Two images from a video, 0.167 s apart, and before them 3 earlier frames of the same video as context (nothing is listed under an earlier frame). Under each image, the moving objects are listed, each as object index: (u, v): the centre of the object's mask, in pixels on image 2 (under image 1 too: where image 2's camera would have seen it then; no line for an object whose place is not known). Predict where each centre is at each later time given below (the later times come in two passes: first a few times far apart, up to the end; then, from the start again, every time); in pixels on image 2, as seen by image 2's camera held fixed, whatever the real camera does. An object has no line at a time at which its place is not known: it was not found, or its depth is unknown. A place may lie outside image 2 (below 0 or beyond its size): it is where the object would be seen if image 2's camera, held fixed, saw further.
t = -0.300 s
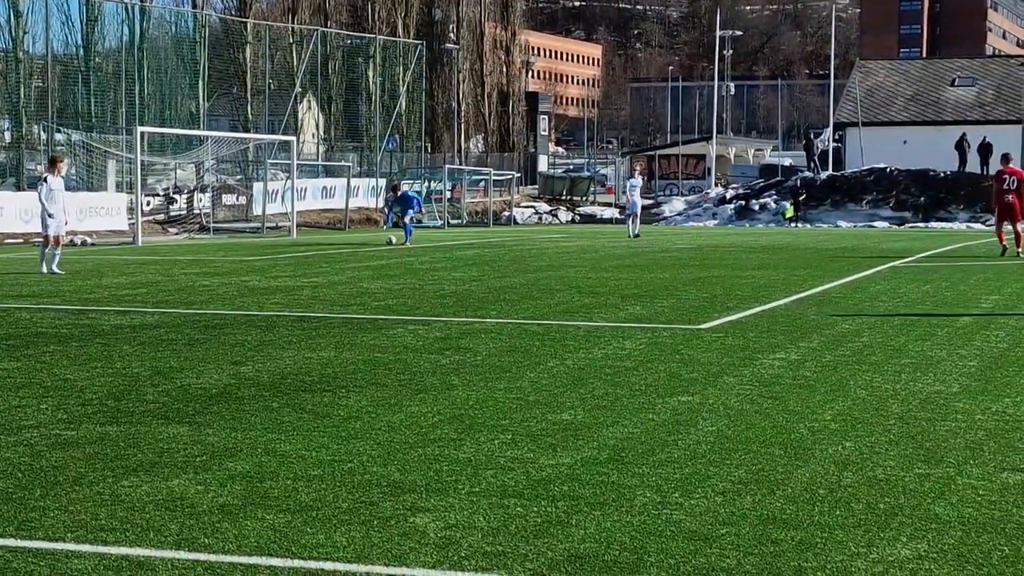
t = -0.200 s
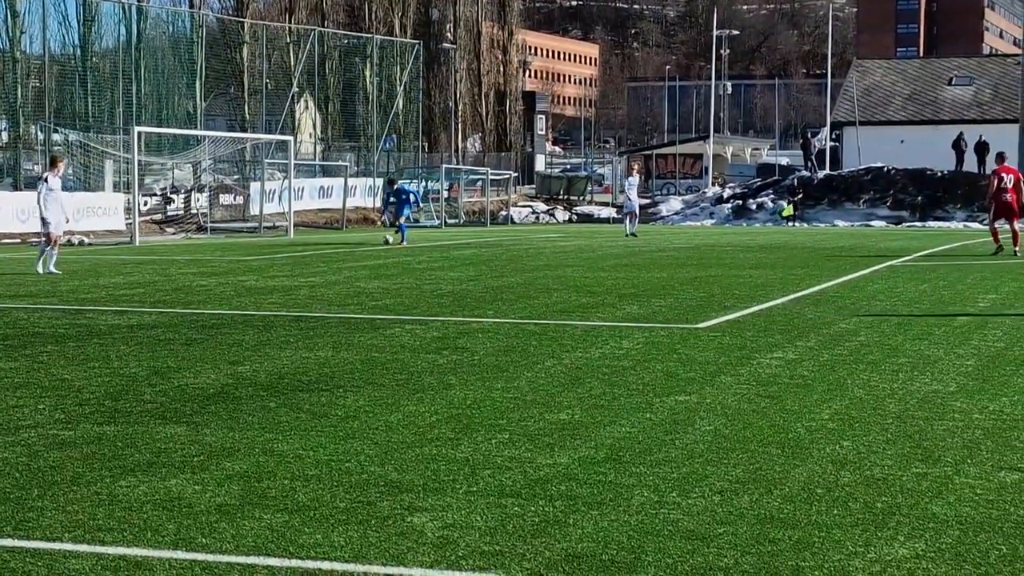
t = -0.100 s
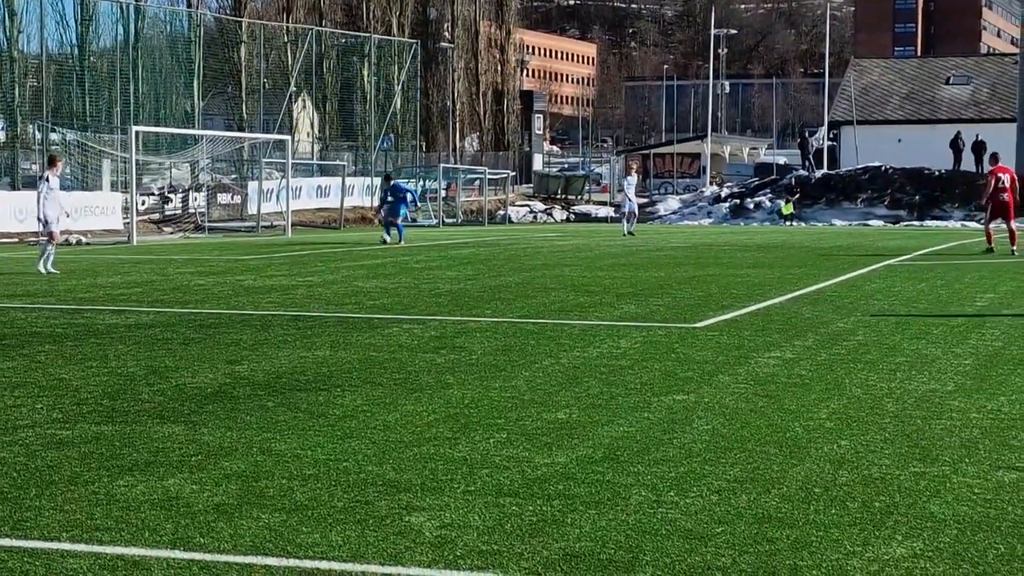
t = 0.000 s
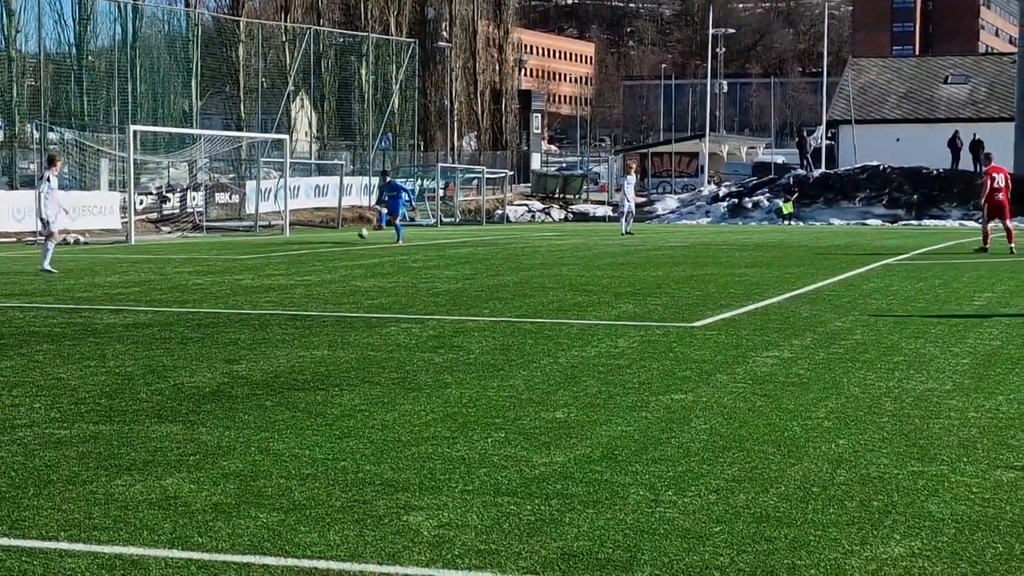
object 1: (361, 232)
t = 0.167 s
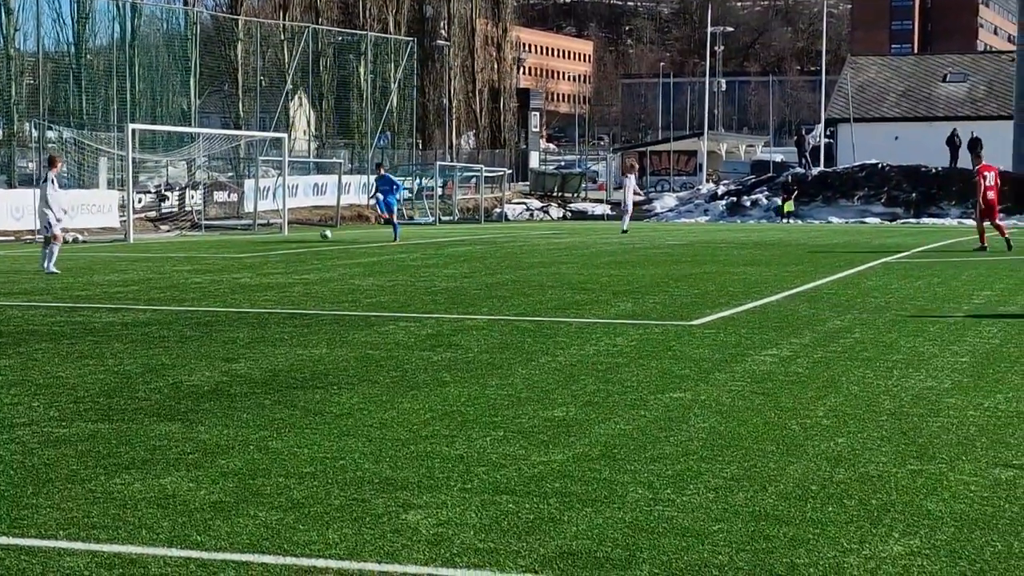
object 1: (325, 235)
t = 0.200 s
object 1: (319, 237)
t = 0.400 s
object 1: (279, 243)
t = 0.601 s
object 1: (241, 252)
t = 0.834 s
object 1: (200, 260)
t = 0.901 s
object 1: (189, 261)
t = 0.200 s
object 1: (319, 237)
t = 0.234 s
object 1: (312, 239)
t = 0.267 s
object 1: (304, 244)
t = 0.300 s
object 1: (298, 246)
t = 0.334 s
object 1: (292, 244)
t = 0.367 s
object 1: (286, 243)
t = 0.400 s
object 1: (279, 243)
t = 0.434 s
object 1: (273, 244)
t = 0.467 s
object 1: (266, 246)
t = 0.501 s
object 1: (259, 248)
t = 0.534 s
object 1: (253, 251)
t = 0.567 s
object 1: (247, 253)
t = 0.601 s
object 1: (241, 252)
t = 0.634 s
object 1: (236, 252)
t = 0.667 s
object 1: (229, 253)
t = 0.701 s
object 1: (223, 254)
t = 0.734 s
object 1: (217, 257)
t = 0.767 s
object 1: (211, 260)
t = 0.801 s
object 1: (206, 260)
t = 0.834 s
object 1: (200, 260)
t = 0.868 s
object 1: (194, 260)
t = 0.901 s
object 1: (189, 261)
